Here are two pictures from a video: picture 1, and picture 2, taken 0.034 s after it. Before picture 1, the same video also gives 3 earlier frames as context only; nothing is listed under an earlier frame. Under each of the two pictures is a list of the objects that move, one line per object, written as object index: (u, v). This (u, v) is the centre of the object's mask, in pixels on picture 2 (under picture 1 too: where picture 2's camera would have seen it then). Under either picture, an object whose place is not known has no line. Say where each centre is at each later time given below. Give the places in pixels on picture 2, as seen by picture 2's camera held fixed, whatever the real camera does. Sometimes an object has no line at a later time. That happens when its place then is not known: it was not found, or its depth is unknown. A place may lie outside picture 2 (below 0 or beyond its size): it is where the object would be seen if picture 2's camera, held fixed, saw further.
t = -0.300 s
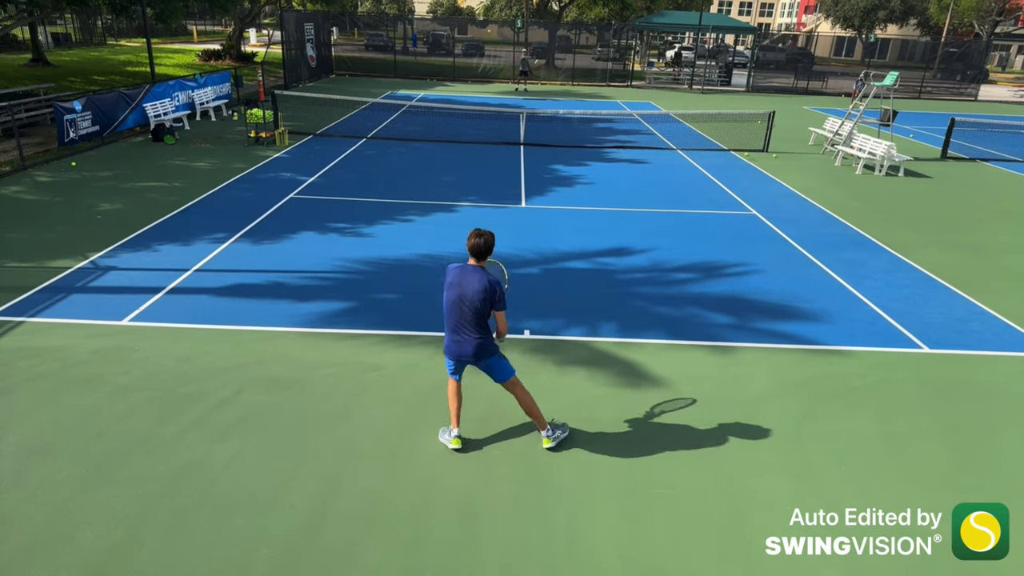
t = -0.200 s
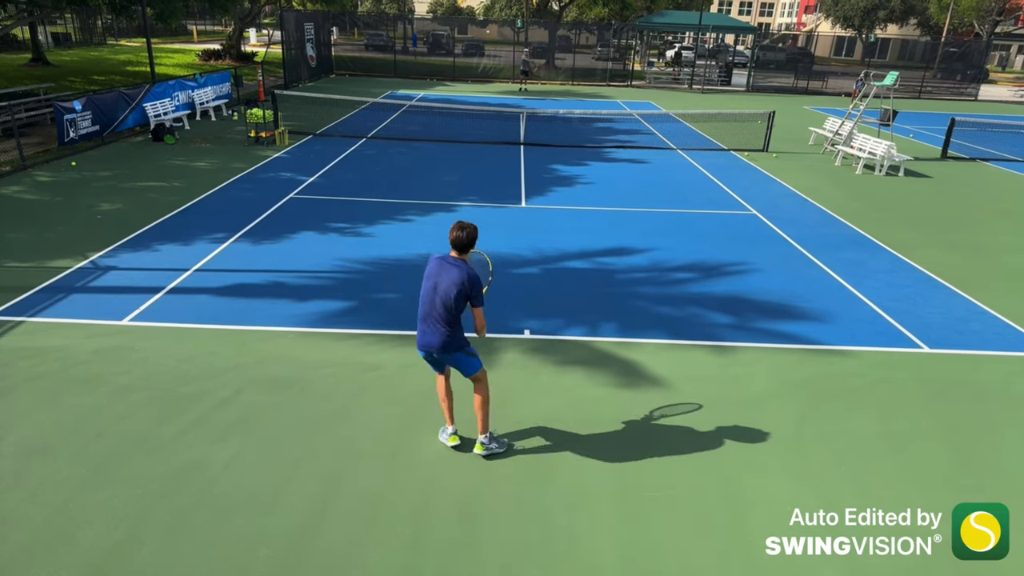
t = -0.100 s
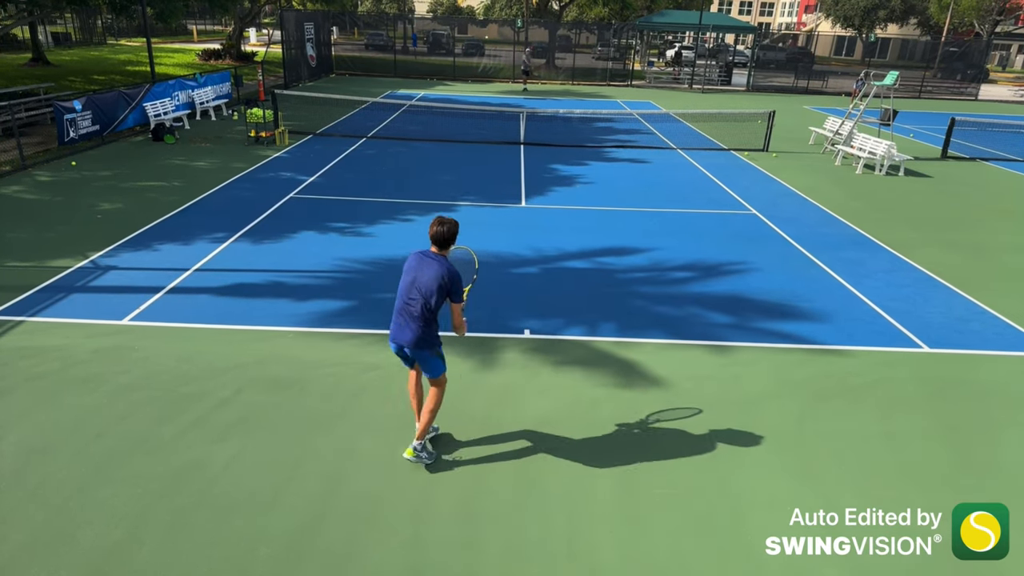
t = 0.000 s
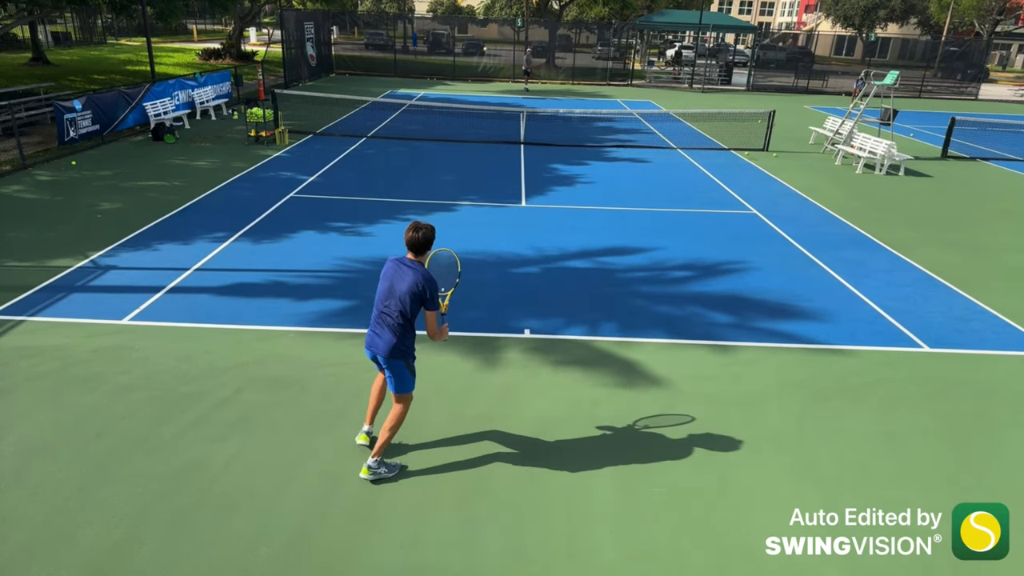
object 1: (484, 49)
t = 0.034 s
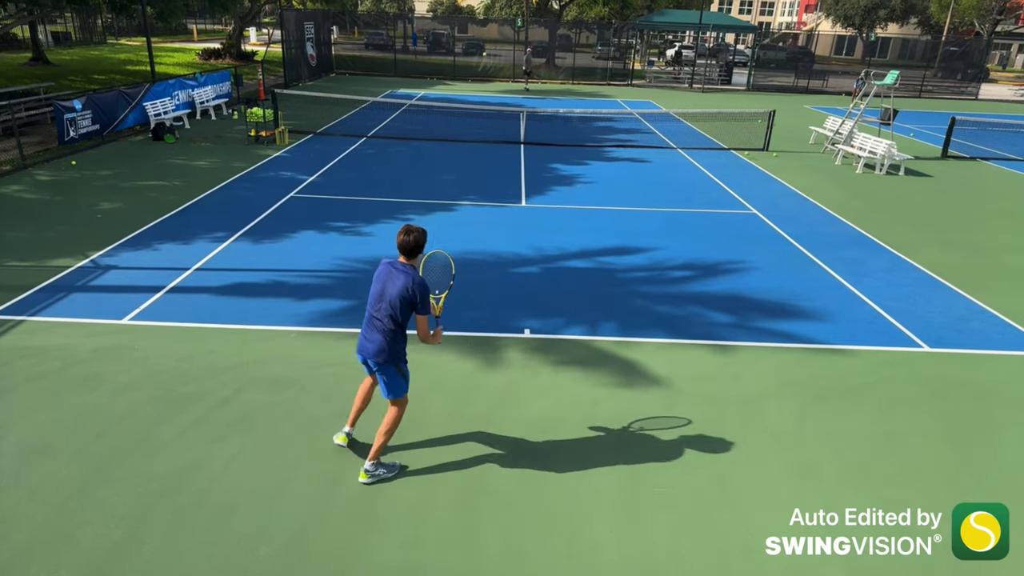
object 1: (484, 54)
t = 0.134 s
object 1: (482, 75)
